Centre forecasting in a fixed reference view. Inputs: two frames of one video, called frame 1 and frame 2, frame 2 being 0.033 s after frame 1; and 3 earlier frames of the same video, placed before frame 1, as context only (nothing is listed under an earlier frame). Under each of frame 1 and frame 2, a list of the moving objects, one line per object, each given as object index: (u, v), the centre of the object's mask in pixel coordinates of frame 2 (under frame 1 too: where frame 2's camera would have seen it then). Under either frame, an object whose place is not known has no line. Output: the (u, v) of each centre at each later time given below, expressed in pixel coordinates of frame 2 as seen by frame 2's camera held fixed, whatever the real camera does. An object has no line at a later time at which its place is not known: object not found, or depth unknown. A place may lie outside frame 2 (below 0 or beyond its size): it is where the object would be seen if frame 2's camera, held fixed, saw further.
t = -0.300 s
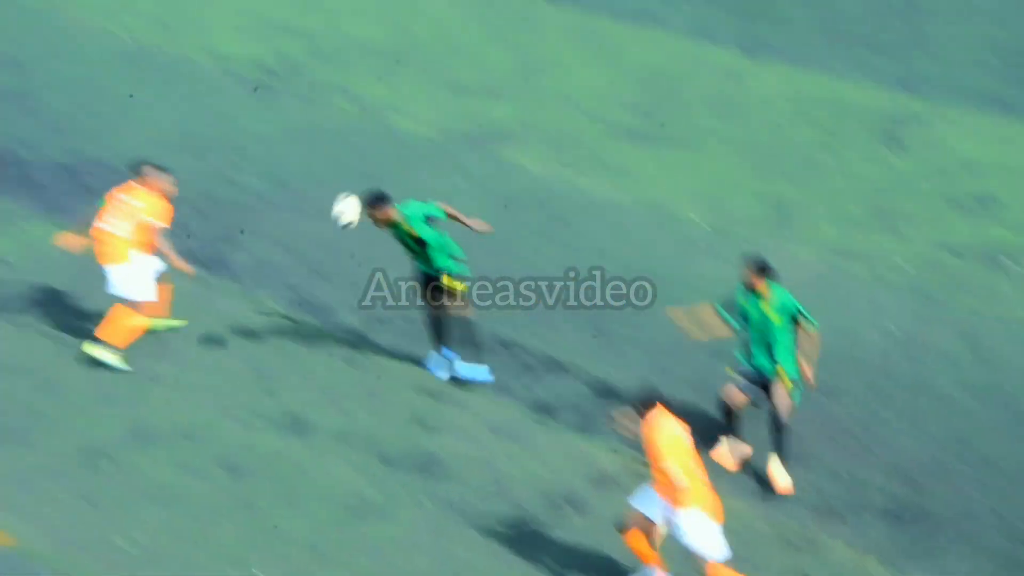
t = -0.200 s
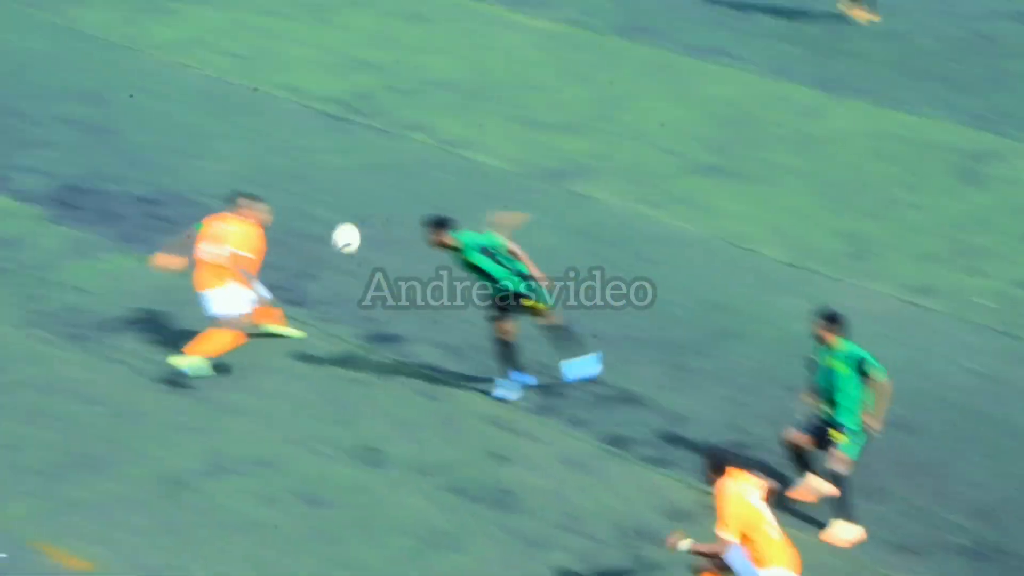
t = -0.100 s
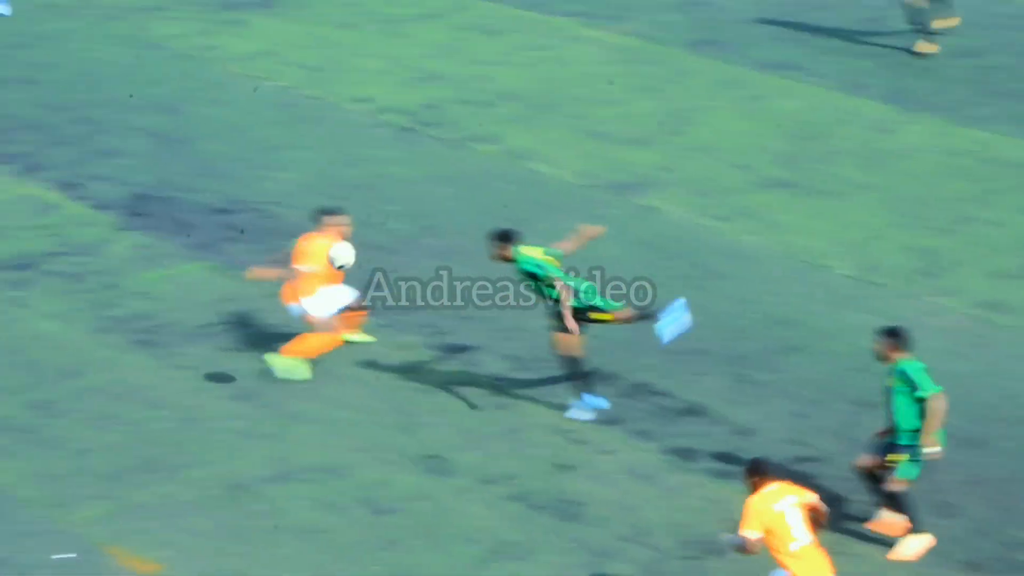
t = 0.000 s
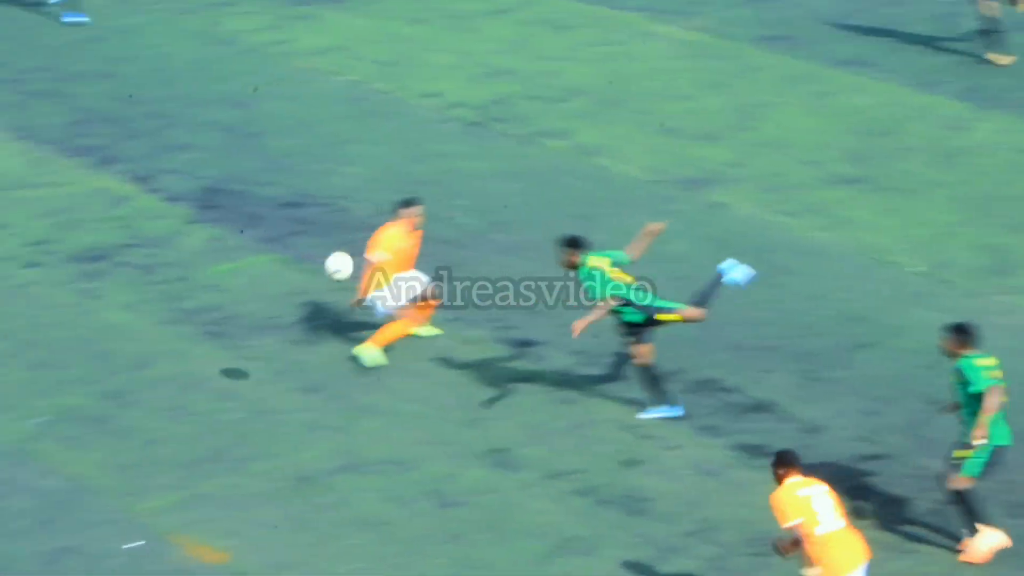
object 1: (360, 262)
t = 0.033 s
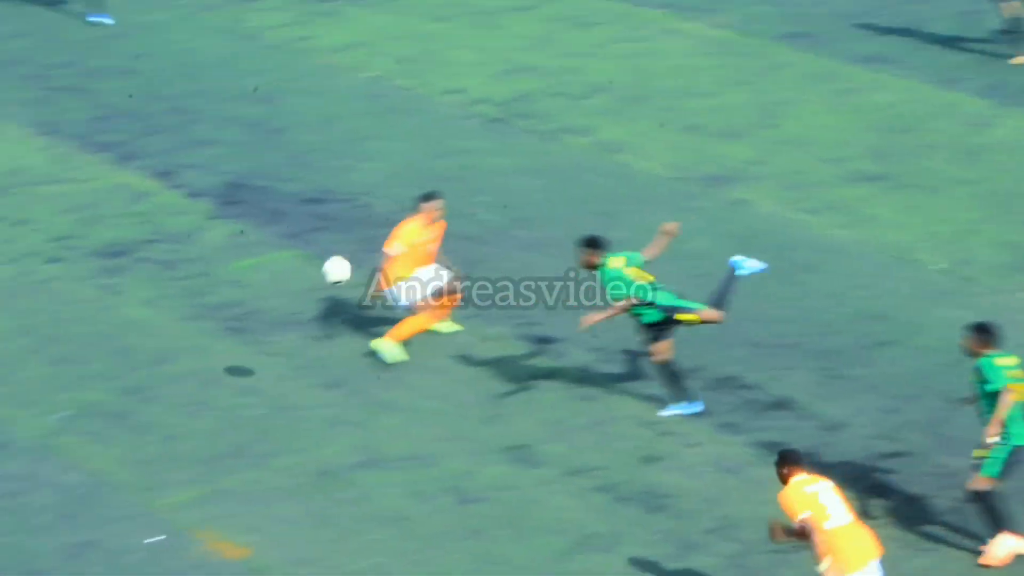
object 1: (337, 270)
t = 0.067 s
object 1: (315, 280)
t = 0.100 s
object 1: (292, 291)
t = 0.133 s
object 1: (270, 303)
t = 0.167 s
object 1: (248, 317)
